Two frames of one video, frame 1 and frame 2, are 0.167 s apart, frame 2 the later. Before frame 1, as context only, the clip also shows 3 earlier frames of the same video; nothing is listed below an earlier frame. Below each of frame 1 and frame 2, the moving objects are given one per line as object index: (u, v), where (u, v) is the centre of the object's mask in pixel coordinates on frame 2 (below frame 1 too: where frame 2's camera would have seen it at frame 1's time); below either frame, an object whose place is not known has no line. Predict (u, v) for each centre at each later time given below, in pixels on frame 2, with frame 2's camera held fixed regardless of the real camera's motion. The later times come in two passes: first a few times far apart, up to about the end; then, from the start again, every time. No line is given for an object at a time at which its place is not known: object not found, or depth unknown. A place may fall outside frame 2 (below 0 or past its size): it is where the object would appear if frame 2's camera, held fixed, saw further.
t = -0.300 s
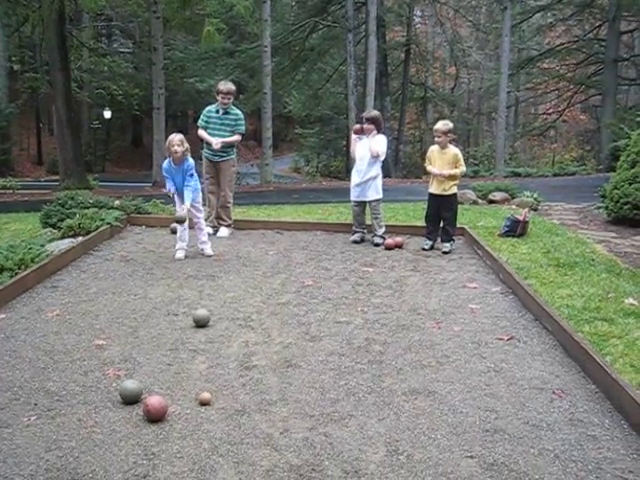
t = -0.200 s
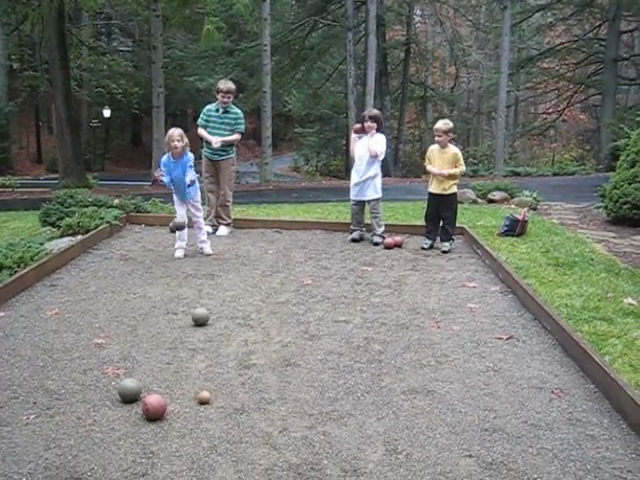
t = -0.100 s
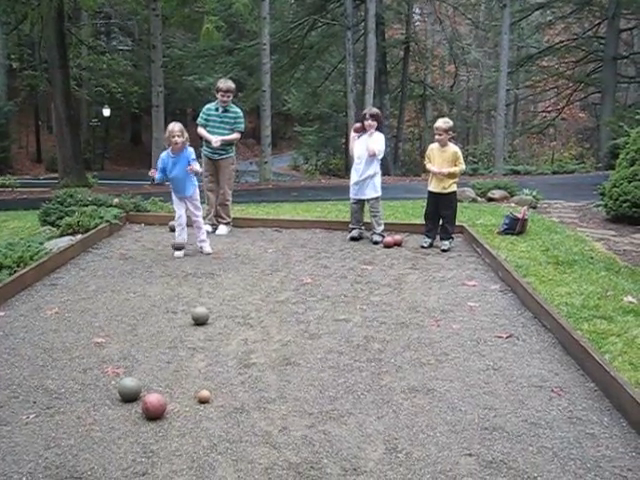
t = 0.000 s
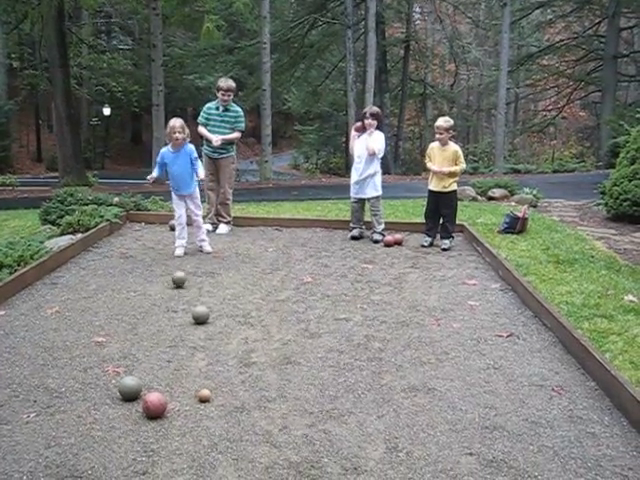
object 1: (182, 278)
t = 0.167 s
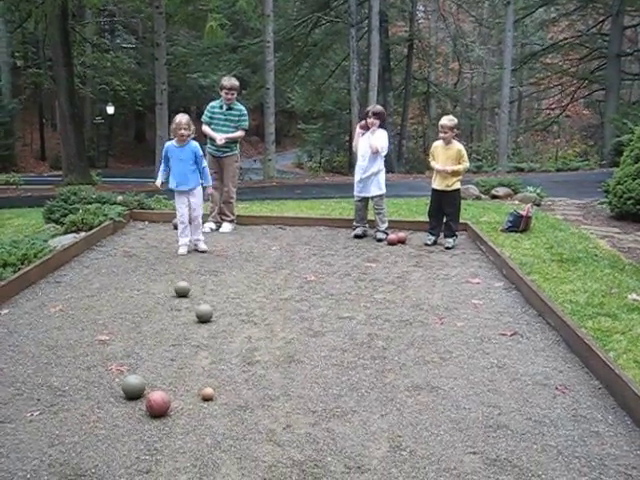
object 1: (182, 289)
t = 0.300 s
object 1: (182, 297)
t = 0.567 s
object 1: (185, 313)
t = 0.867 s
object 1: (189, 330)
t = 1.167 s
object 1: (192, 344)
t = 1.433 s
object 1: (191, 355)
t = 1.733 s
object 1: (189, 366)
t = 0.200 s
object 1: (182, 290)
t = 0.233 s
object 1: (182, 292)
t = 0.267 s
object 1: (182, 295)
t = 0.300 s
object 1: (182, 297)
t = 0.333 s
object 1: (182, 298)
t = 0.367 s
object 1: (183, 300)
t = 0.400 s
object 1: (183, 303)
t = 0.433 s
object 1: (184, 305)
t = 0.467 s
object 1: (184, 308)
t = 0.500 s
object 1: (184, 310)
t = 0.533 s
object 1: (184, 311)
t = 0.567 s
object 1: (185, 313)
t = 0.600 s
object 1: (185, 314)
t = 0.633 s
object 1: (185, 316)
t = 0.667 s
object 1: (186, 318)
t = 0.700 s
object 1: (186, 320)
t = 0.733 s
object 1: (187, 322)
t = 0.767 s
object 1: (187, 324)
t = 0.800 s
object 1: (188, 326)
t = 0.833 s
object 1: (188, 328)
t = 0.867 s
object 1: (189, 330)
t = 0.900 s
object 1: (190, 331)
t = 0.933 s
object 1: (191, 334)
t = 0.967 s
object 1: (191, 335)
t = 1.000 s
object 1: (191, 336)
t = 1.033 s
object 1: (192, 338)
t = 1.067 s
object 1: (192, 340)
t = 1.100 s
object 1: (193, 341)
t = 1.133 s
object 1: (193, 343)
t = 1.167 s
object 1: (192, 344)
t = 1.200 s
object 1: (192, 346)
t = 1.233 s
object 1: (192, 348)
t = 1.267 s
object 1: (192, 349)
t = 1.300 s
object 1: (192, 351)
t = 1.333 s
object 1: (192, 352)
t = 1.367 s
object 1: (192, 353)
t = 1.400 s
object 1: (192, 353)
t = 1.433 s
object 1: (191, 355)
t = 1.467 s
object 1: (191, 357)
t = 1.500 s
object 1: (191, 358)
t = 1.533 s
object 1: (191, 359)
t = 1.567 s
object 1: (191, 360)
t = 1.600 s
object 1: (191, 361)
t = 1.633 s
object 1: (190, 363)
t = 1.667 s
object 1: (190, 364)
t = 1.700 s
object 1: (190, 365)
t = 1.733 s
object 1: (189, 366)
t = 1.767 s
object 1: (189, 367)
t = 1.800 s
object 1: (188, 368)
